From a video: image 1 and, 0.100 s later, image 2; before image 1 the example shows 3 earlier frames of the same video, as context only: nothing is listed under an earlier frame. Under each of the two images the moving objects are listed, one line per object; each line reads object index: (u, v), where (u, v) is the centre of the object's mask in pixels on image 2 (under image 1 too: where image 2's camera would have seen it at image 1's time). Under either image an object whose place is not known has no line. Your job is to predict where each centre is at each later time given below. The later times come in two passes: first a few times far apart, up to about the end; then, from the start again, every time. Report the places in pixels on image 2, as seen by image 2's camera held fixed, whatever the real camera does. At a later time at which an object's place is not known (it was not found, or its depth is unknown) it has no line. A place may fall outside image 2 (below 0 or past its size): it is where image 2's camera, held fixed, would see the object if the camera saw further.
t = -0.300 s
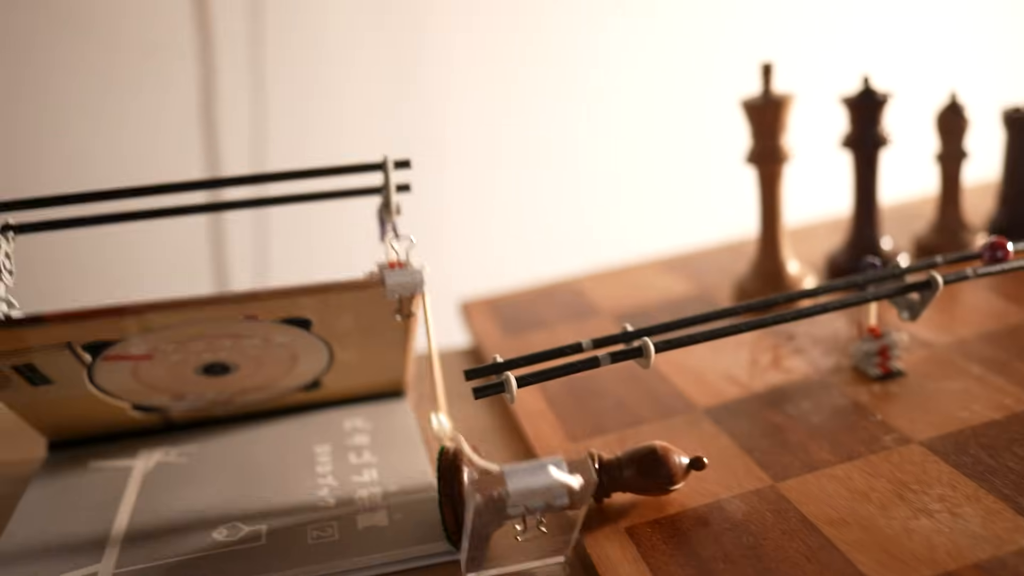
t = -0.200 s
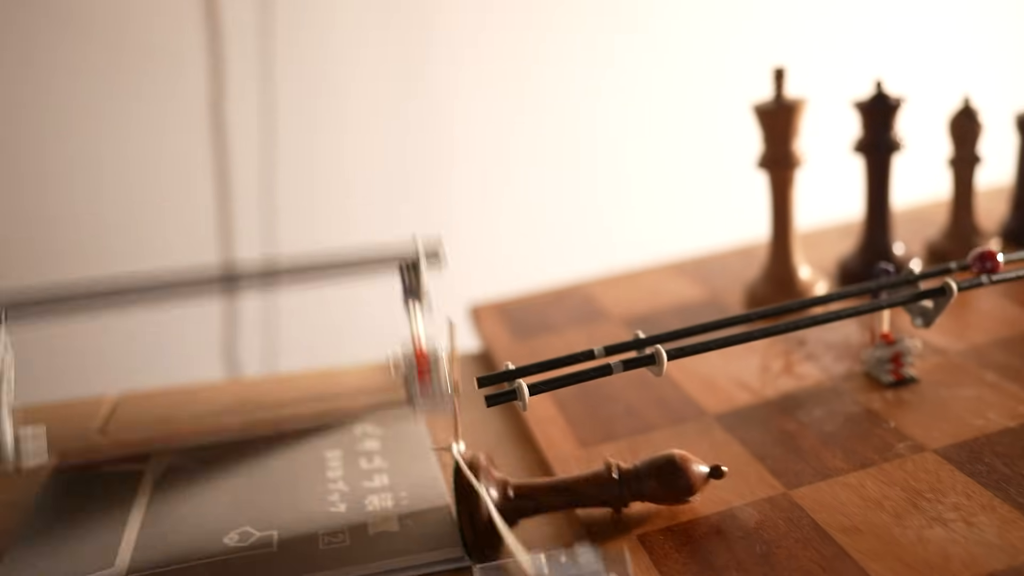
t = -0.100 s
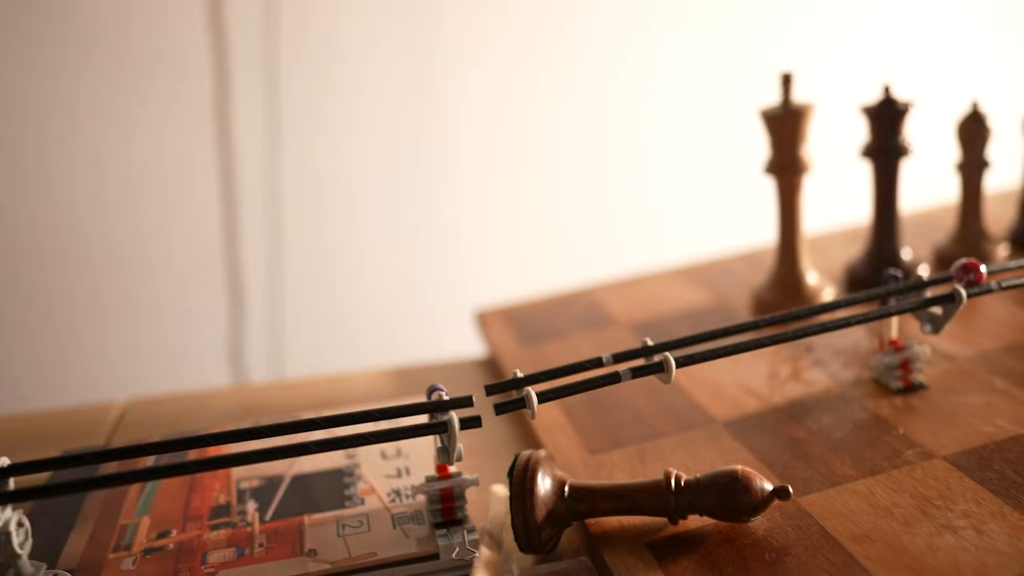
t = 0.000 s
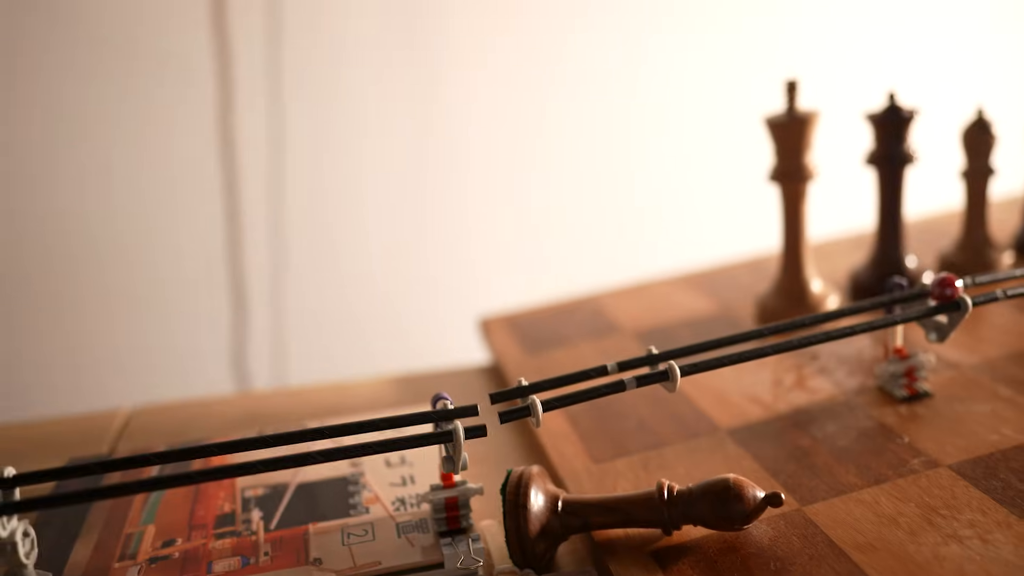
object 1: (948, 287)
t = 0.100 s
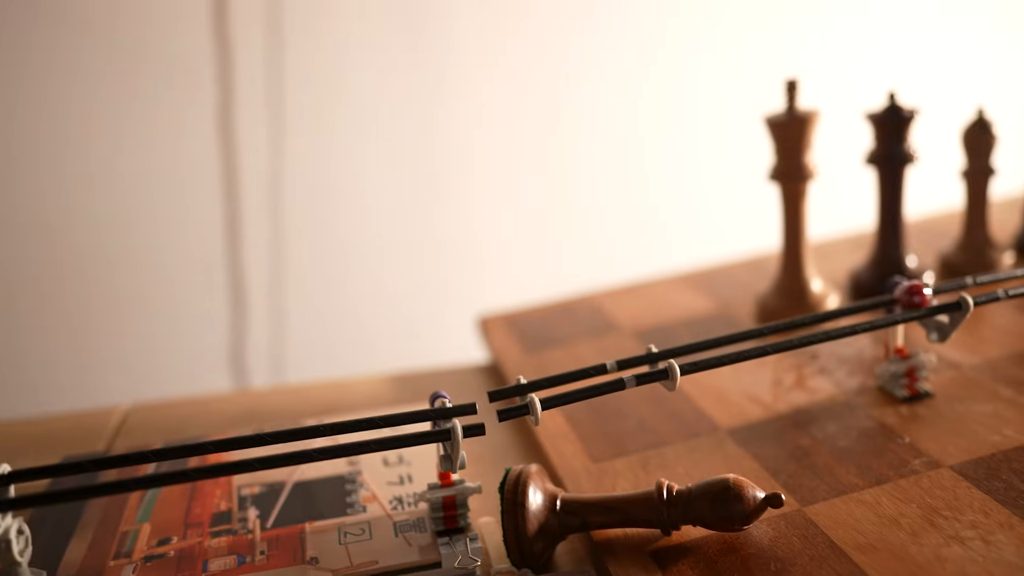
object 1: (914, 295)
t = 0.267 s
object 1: (852, 310)
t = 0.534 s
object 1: (729, 339)
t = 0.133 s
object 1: (902, 298)
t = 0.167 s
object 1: (890, 301)
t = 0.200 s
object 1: (876, 303)
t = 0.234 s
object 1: (865, 307)
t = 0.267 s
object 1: (852, 310)
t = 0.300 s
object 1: (838, 313)
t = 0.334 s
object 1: (822, 316)
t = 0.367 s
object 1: (808, 320)
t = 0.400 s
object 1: (793, 323)
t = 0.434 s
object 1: (778, 327)
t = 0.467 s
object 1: (763, 331)
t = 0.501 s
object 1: (746, 335)
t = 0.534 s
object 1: (729, 339)
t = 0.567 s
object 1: (712, 343)
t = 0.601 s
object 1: (694, 348)
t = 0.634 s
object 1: (677, 350)
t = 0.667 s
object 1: (656, 356)
